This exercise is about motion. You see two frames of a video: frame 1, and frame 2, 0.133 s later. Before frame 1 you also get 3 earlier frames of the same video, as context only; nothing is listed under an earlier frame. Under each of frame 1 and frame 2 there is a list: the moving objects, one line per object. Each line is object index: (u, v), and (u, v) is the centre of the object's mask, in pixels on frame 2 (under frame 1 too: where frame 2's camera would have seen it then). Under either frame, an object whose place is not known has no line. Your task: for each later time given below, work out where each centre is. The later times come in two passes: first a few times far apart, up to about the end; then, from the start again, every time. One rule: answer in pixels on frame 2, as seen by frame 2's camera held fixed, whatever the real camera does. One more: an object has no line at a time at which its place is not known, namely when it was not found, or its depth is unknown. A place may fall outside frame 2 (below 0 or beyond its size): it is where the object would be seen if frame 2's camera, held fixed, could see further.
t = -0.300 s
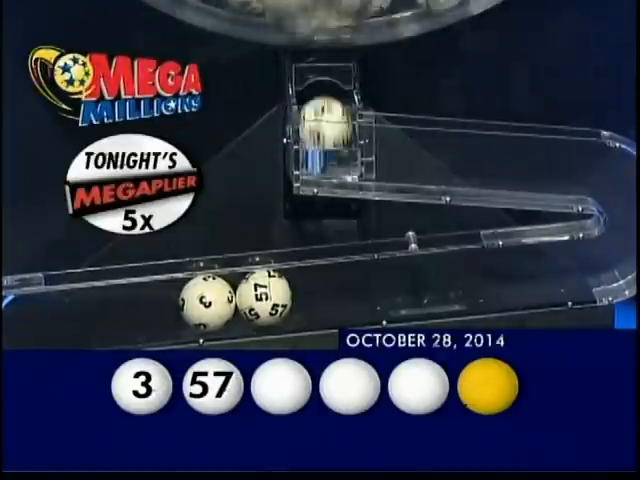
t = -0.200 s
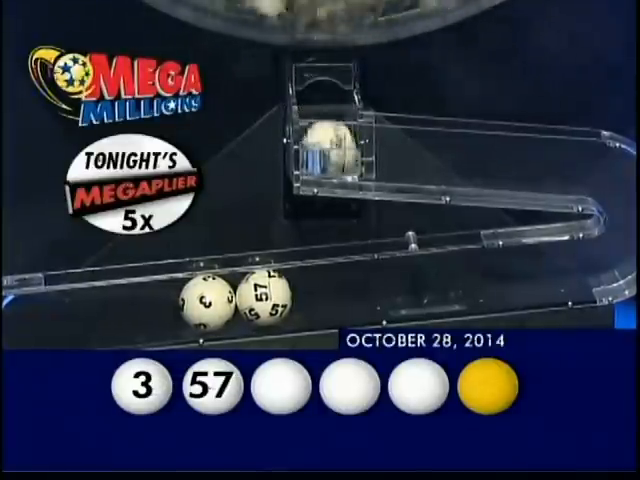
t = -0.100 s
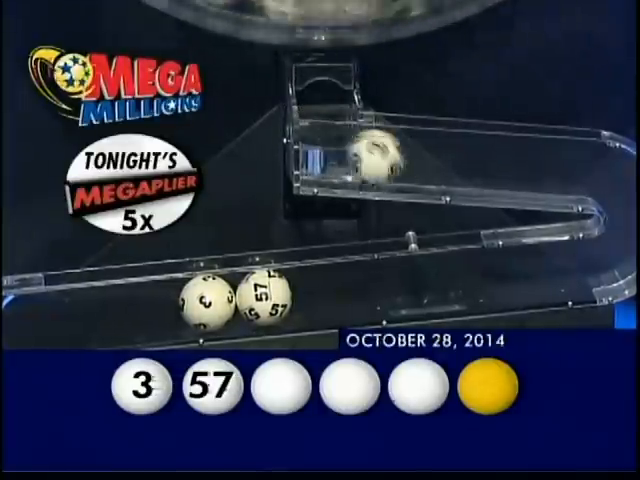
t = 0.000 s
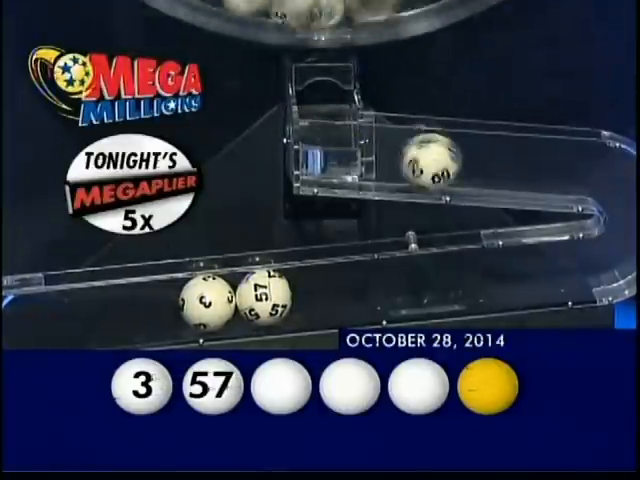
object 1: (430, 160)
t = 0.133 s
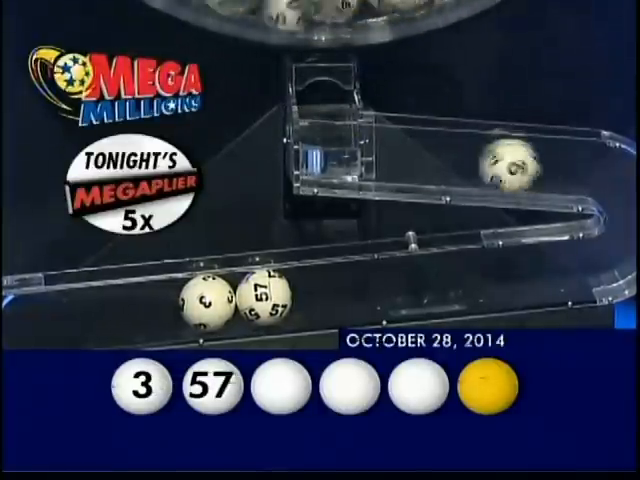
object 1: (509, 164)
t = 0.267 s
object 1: (599, 172)
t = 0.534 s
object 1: (488, 272)
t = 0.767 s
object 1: (319, 289)
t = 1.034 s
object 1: (336, 288)
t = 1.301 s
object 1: (320, 291)
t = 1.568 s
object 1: (320, 291)
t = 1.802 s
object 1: (320, 291)
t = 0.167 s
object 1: (531, 166)
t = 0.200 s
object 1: (551, 168)
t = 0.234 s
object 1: (575, 170)
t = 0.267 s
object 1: (599, 172)
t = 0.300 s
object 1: (616, 182)
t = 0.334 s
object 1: (624, 207)
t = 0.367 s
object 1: (619, 241)
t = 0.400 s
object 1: (600, 260)
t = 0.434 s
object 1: (567, 264)
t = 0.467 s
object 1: (541, 268)
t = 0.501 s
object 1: (514, 269)
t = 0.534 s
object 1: (488, 272)
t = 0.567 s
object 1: (460, 276)
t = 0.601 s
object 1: (433, 277)
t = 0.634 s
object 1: (405, 280)
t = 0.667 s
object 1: (376, 285)
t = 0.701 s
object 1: (348, 286)
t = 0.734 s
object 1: (320, 289)
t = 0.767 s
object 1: (319, 289)
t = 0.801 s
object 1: (325, 288)
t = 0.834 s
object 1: (329, 288)
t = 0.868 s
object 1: (332, 289)
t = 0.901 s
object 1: (335, 288)
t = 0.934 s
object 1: (336, 288)
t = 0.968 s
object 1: (337, 288)
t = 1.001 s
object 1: (337, 288)
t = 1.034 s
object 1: (336, 288)
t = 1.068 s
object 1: (335, 288)
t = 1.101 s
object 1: (333, 288)
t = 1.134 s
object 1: (330, 289)
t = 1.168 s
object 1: (327, 289)
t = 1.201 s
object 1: (323, 290)
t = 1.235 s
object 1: (320, 290)
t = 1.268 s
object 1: (320, 291)
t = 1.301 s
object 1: (320, 291)
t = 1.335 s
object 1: (320, 290)
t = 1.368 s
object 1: (320, 291)
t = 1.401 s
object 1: (320, 291)
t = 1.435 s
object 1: (320, 291)
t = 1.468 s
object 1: (320, 291)
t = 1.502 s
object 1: (320, 291)
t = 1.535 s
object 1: (320, 291)
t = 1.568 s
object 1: (320, 291)
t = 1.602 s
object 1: (320, 291)
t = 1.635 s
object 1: (320, 291)
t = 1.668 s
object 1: (320, 291)
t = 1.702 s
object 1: (320, 291)
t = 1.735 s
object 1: (320, 291)
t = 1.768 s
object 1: (320, 291)
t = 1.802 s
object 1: (320, 291)
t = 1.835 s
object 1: (320, 291)
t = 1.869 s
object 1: (320, 291)
